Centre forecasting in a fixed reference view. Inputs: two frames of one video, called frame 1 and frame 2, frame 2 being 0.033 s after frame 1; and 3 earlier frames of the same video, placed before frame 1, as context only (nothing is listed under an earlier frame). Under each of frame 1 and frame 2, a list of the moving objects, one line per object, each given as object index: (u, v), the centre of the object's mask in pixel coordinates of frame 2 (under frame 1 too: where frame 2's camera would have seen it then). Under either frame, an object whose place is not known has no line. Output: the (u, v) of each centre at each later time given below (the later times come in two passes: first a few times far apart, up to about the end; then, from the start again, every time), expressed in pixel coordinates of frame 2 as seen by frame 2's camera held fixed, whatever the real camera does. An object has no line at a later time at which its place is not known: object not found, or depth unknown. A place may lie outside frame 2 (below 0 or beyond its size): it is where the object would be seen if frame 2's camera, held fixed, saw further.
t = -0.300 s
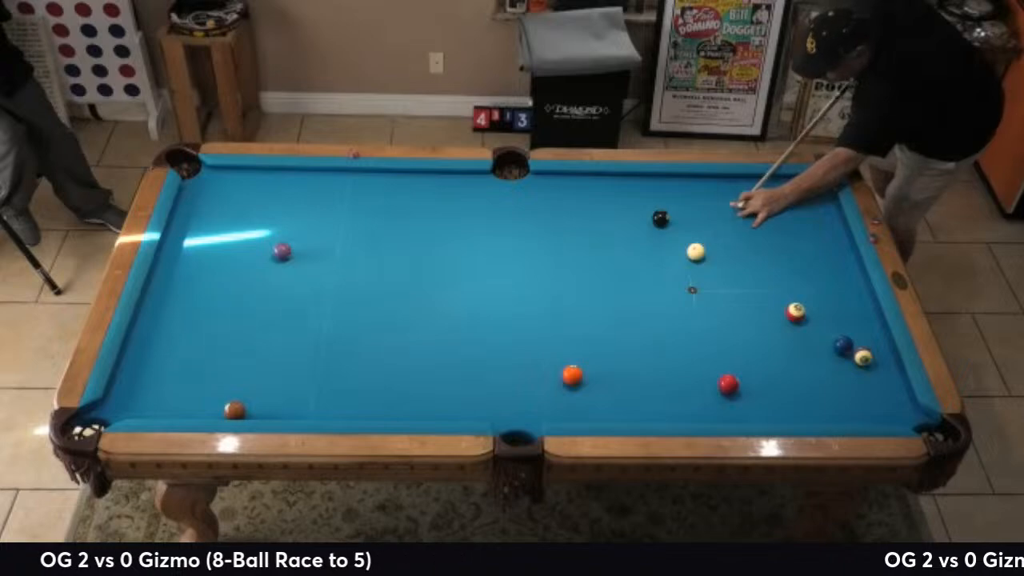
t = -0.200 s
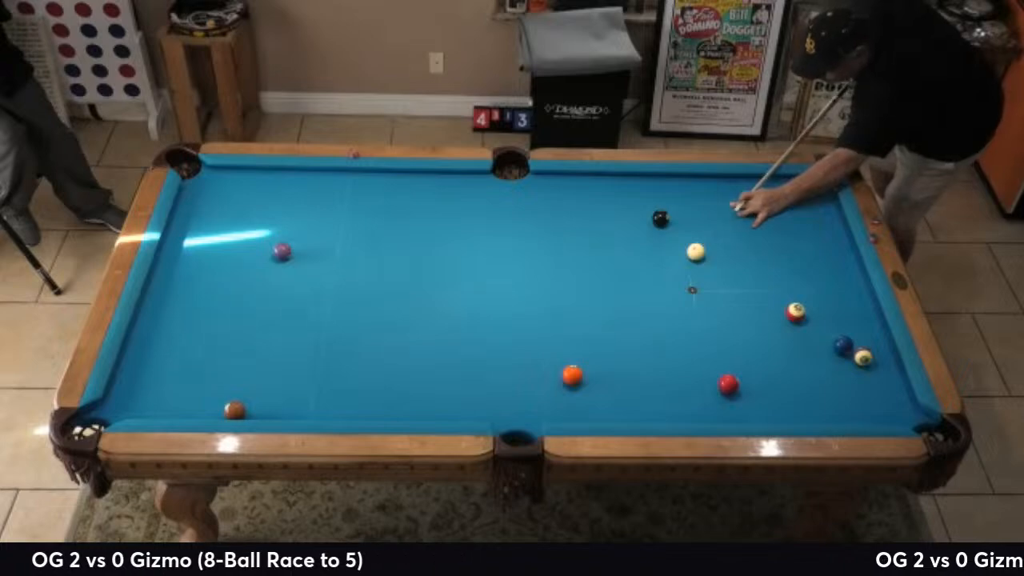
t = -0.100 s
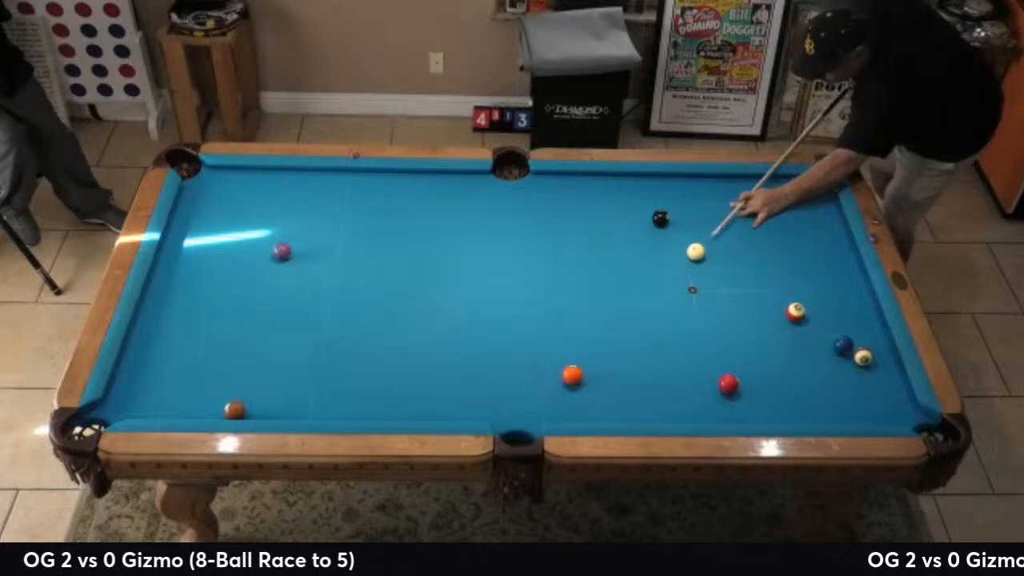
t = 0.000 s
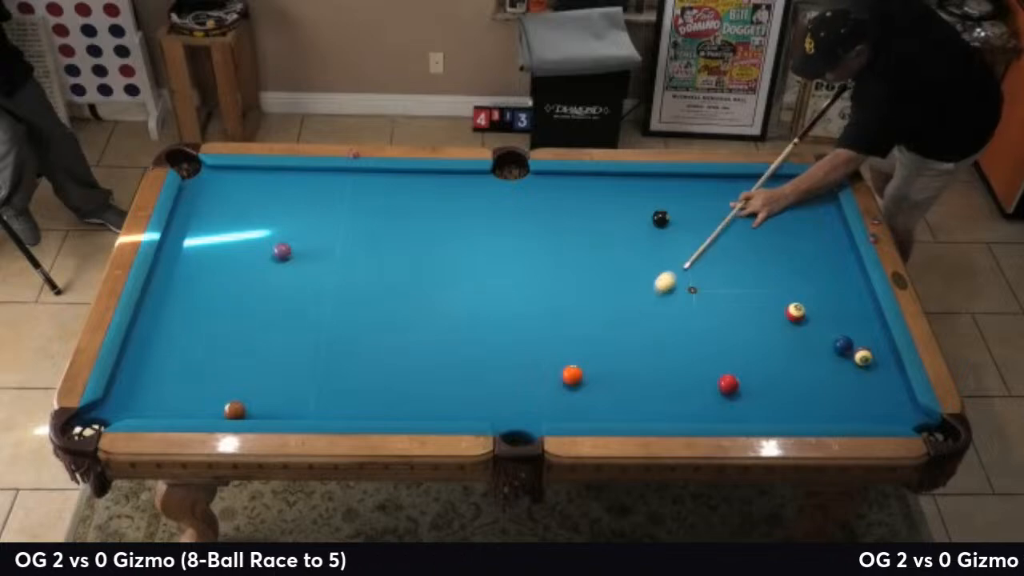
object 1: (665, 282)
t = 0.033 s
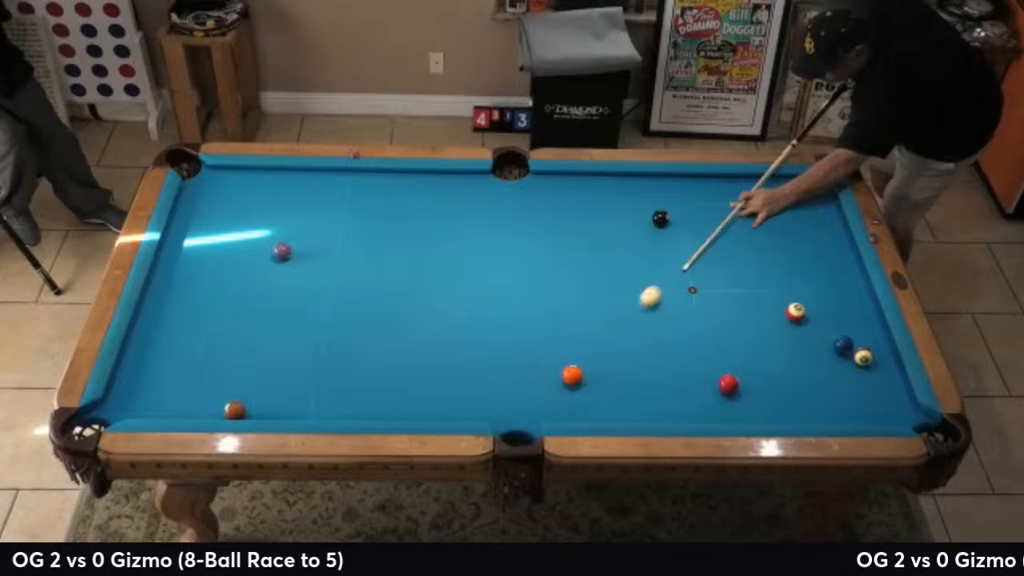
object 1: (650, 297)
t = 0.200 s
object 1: (583, 363)
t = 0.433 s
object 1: (583, 362)
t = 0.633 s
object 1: (583, 362)
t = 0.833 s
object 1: (583, 362)
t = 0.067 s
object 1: (635, 311)
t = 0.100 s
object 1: (620, 326)
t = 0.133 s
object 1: (606, 341)
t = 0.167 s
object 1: (591, 355)
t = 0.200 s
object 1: (583, 363)
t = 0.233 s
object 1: (583, 363)
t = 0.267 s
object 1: (583, 363)
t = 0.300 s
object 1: (583, 363)
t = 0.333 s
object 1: (583, 363)
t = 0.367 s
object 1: (583, 362)
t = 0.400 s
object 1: (583, 362)
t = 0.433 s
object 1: (583, 362)
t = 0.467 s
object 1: (583, 362)
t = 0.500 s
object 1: (583, 362)
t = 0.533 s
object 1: (583, 362)
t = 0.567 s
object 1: (583, 362)
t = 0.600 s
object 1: (583, 362)
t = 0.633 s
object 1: (583, 362)
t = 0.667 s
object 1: (583, 362)
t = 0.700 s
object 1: (583, 362)
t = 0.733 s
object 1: (583, 362)
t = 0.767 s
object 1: (583, 362)
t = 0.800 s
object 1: (583, 362)
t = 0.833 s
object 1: (583, 362)
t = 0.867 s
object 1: (583, 362)
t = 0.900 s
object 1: (583, 362)
